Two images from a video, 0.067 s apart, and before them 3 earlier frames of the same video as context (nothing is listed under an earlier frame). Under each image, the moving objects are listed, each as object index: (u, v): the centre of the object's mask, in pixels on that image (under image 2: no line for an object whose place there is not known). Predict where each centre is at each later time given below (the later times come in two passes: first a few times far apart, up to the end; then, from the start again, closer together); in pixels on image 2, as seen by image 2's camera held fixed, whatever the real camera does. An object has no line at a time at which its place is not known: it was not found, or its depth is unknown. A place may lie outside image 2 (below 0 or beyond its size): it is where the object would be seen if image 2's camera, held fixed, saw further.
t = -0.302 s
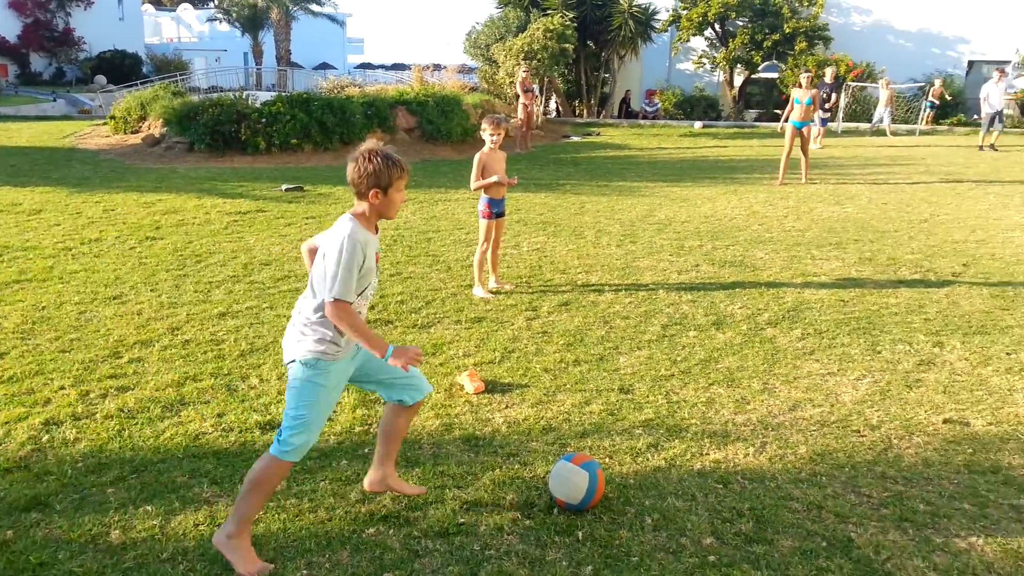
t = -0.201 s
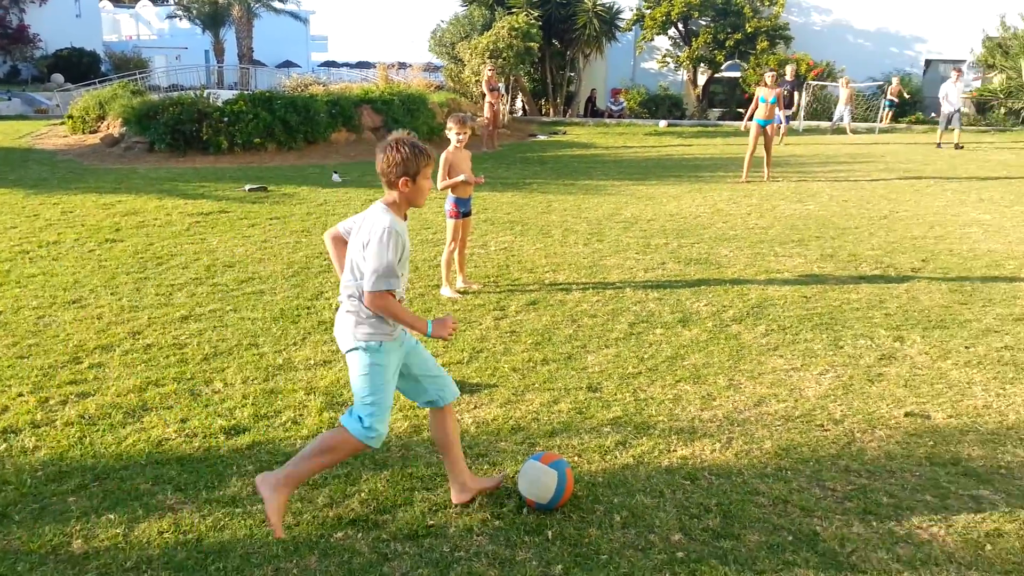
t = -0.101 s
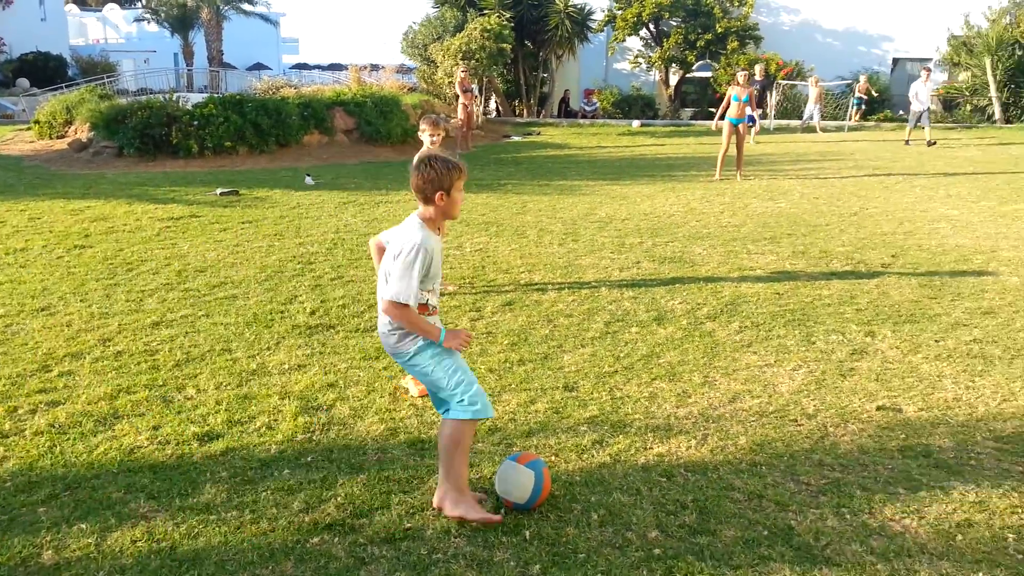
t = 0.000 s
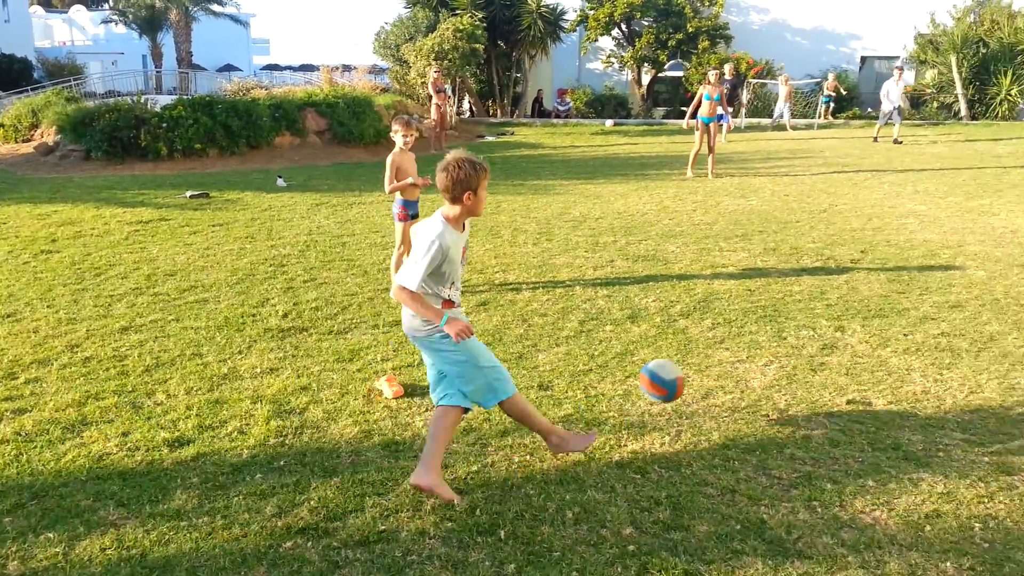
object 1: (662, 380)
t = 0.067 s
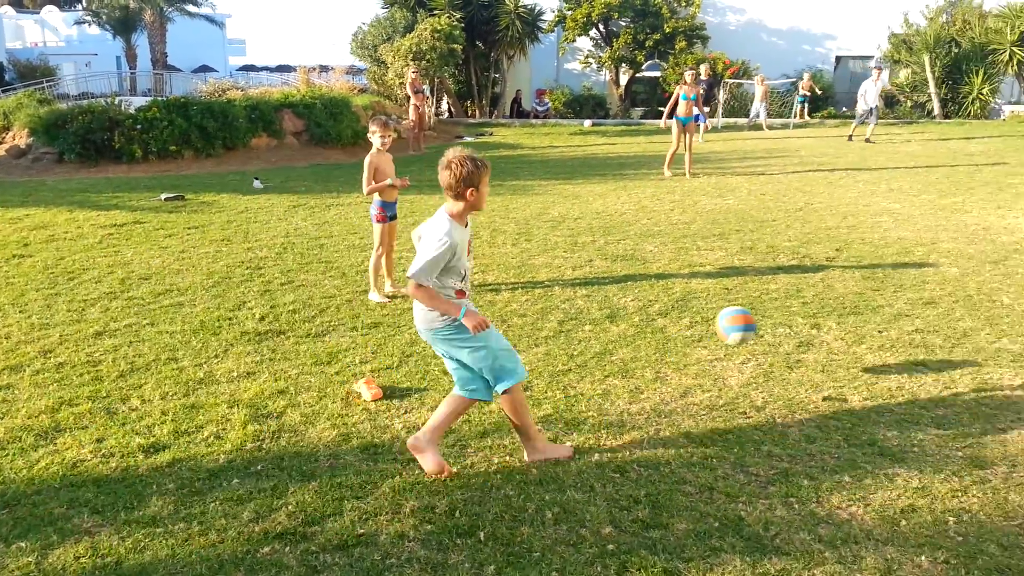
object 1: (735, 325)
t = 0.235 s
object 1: (889, 260)
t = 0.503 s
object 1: (1011, 218)
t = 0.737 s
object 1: (1056, 203)
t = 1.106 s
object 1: (1086, 181)
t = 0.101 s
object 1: (774, 306)
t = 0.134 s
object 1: (808, 289)
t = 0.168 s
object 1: (838, 277)
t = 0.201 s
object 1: (865, 267)
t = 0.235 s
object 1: (889, 260)
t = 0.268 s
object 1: (912, 255)
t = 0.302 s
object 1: (932, 251)
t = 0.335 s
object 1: (951, 249)
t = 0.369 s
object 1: (968, 248)
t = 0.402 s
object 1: (983, 245)
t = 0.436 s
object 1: (992, 236)
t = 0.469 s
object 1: (1002, 226)
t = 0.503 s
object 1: (1011, 218)
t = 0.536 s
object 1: (1020, 212)
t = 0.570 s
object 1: (1026, 208)
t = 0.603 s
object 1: (1034, 203)
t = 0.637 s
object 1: (1042, 201)
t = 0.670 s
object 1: (1045, 202)
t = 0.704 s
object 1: (1051, 202)
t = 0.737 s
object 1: (1056, 203)
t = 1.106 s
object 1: (1086, 181)
